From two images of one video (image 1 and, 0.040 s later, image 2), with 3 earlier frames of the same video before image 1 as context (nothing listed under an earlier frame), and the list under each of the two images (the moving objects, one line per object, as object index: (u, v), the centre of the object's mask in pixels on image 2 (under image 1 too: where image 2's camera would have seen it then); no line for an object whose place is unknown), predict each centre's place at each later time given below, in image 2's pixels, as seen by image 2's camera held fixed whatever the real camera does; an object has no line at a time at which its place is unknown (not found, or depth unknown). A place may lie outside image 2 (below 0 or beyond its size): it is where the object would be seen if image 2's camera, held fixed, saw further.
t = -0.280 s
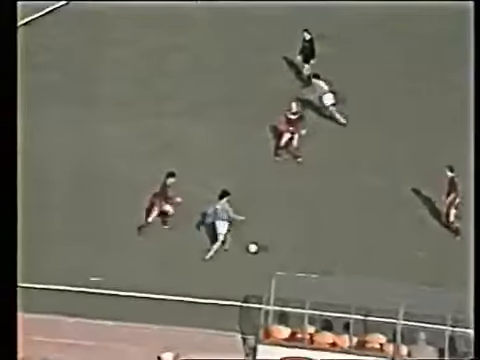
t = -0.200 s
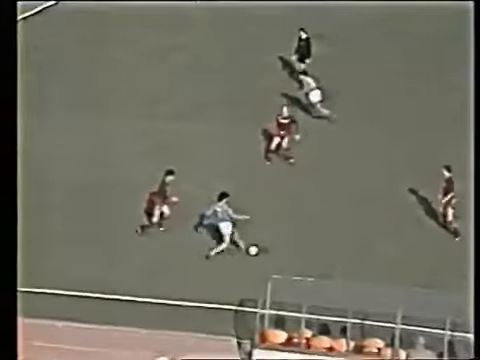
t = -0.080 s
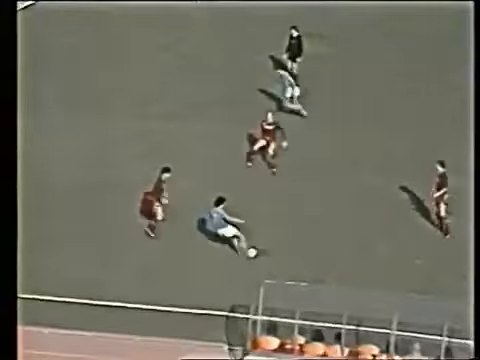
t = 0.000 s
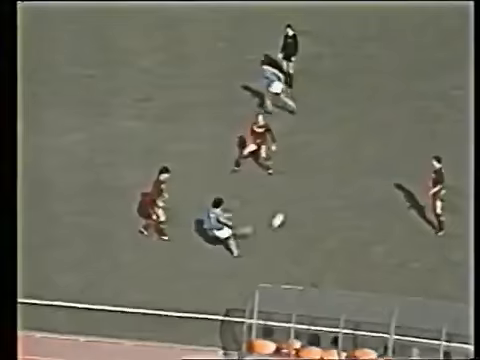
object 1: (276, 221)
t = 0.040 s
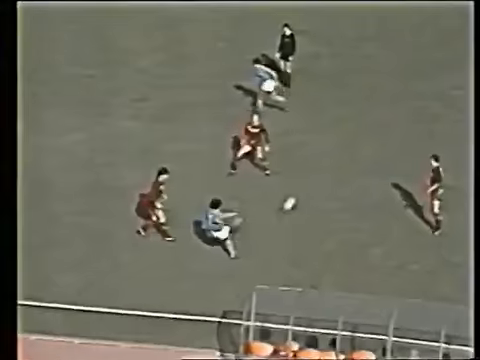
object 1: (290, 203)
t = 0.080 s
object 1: (303, 187)
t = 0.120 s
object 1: (315, 172)
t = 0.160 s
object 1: (325, 158)
